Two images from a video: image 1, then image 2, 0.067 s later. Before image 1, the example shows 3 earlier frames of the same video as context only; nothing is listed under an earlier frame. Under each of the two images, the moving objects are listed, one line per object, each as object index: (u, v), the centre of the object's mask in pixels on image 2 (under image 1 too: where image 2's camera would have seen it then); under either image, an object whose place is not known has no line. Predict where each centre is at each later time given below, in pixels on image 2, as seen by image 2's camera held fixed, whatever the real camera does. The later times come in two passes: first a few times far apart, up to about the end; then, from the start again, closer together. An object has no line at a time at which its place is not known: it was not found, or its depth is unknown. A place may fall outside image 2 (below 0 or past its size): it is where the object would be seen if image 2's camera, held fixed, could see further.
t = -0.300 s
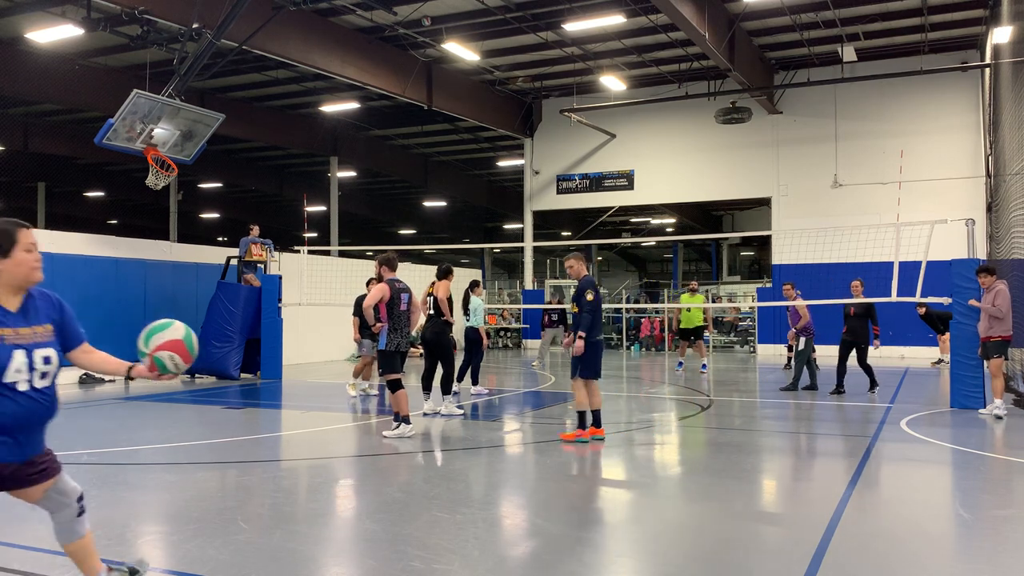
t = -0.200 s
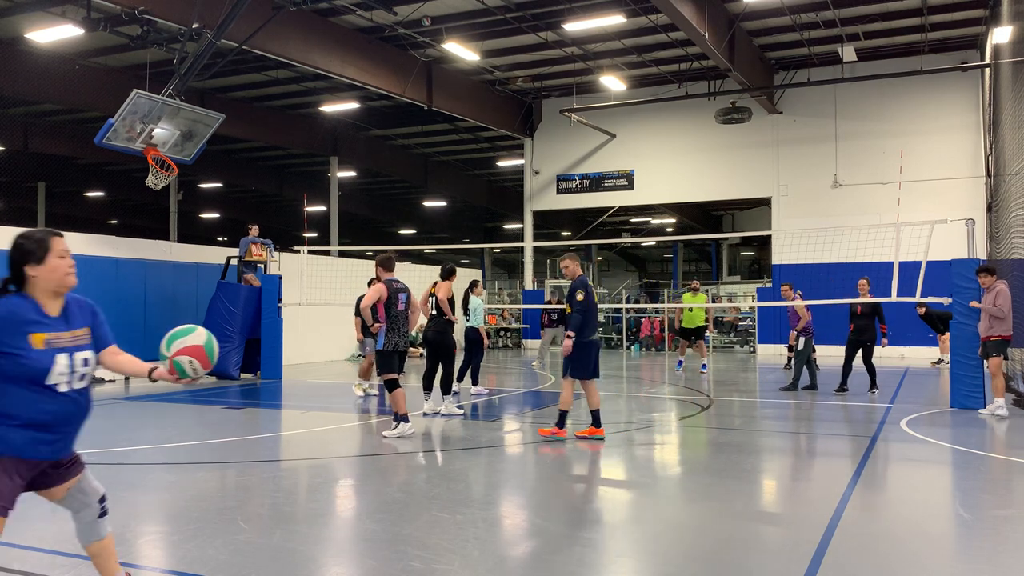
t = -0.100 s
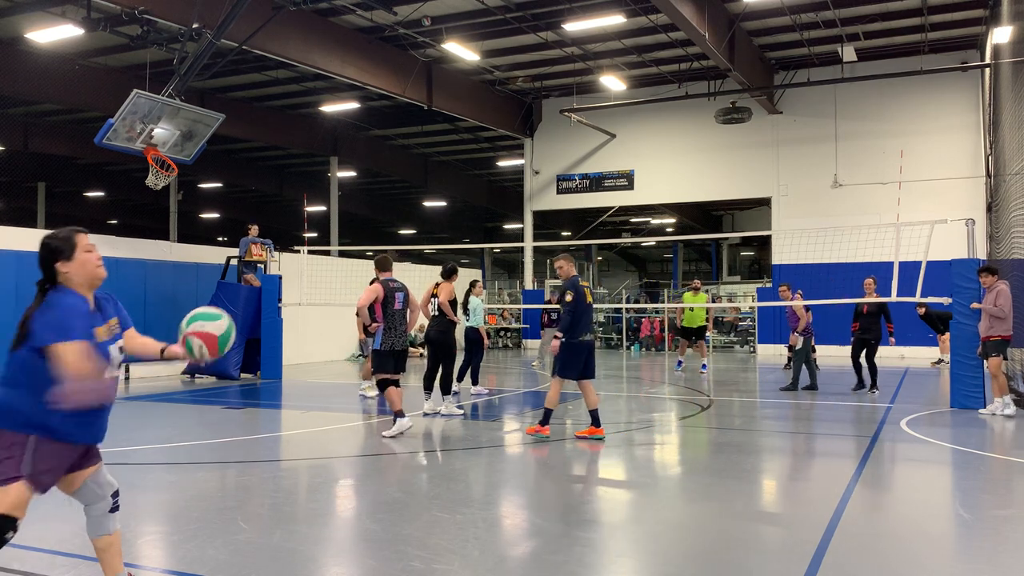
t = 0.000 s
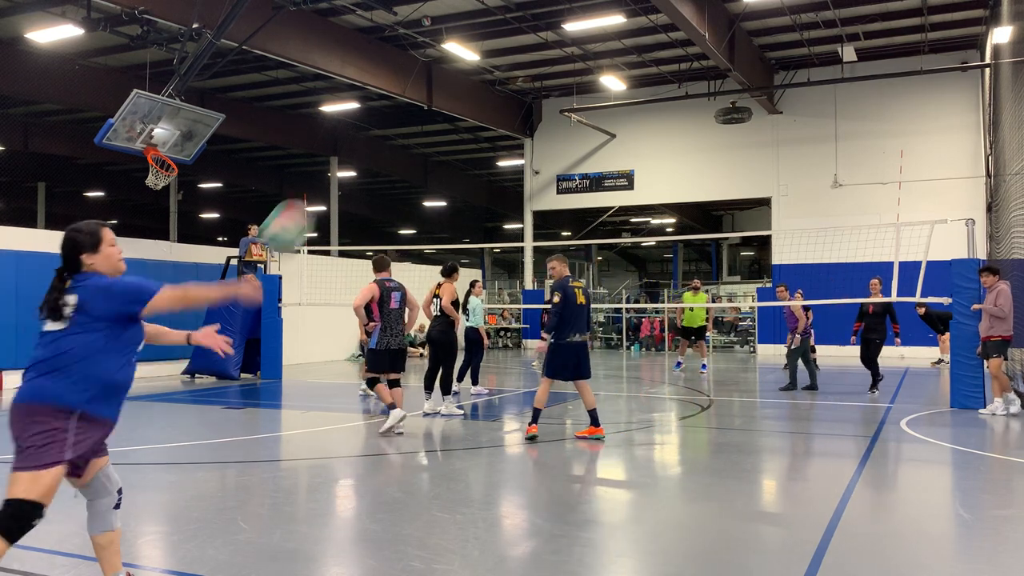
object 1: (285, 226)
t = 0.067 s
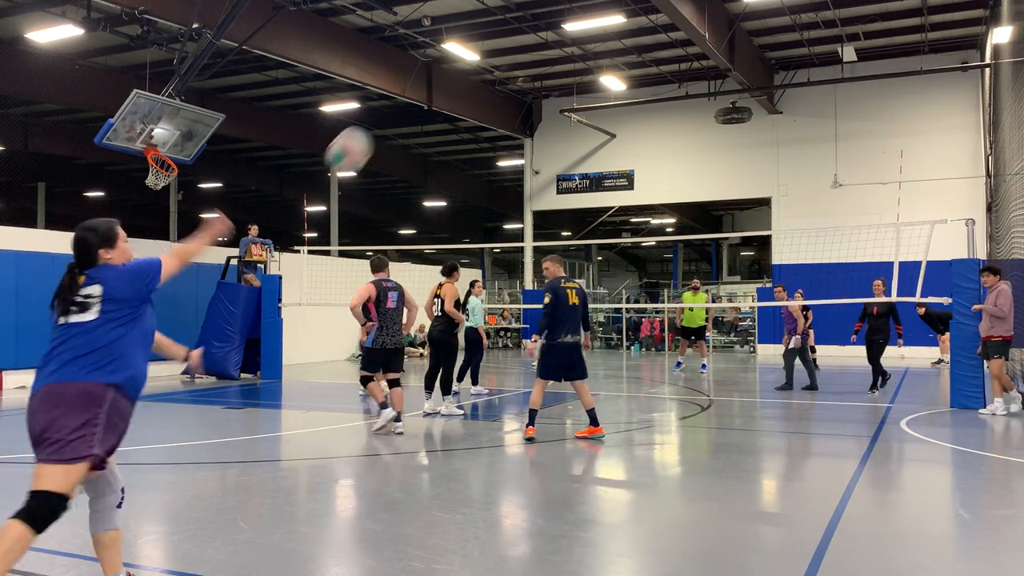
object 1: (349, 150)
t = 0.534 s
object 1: (542, 38)
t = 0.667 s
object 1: (567, 56)
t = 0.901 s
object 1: (599, 106)
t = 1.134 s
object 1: (620, 173)
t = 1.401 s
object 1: (632, 261)
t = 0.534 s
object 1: (542, 38)
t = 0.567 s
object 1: (548, 41)
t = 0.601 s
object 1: (555, 45)
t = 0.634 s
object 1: (562, 51)
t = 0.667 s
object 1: (567, 56)
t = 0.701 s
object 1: (573, 63)
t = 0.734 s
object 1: (578, 69)
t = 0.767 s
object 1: (583, 76)
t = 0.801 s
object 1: (587, 83)
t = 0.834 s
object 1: (591, 90)
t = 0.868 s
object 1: (595, 96)
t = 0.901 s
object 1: (599, 106)
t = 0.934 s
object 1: (603, 114)
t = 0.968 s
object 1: (606, 122)
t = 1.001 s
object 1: (609, 134)
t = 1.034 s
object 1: (611, 143)
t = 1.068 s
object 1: (614, 153)
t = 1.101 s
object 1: (616, 163)
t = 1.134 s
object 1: (620, 173)
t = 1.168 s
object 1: (621, 183)
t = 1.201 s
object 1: (622, 193)
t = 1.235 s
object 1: (624, 205)
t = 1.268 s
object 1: (626, 213)
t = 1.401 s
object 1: (632, 261)
